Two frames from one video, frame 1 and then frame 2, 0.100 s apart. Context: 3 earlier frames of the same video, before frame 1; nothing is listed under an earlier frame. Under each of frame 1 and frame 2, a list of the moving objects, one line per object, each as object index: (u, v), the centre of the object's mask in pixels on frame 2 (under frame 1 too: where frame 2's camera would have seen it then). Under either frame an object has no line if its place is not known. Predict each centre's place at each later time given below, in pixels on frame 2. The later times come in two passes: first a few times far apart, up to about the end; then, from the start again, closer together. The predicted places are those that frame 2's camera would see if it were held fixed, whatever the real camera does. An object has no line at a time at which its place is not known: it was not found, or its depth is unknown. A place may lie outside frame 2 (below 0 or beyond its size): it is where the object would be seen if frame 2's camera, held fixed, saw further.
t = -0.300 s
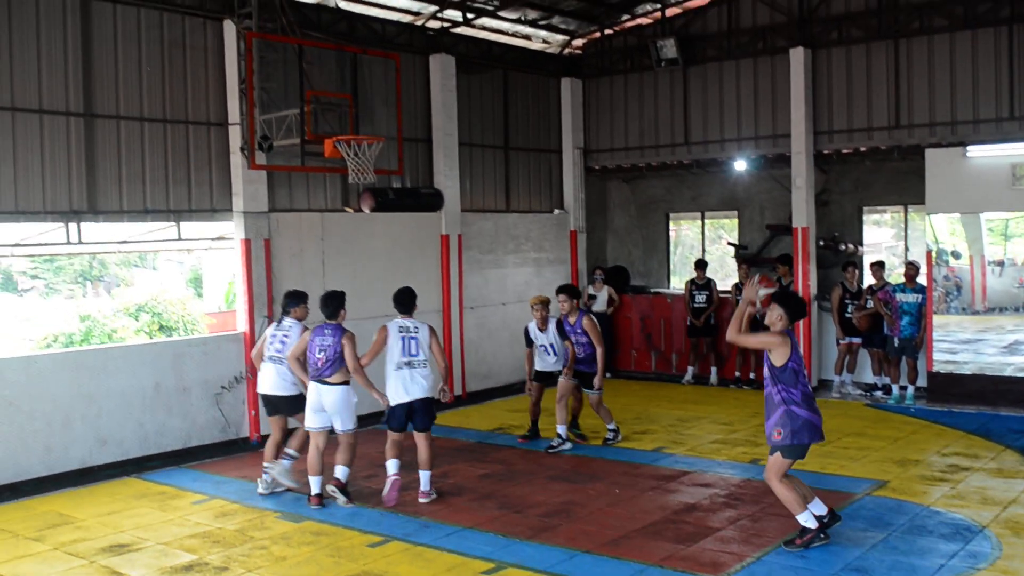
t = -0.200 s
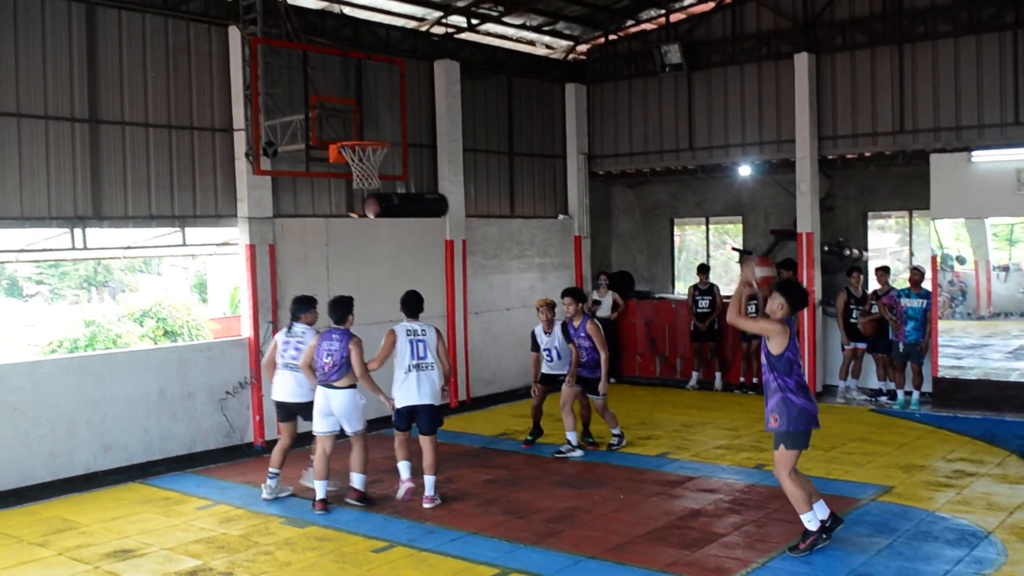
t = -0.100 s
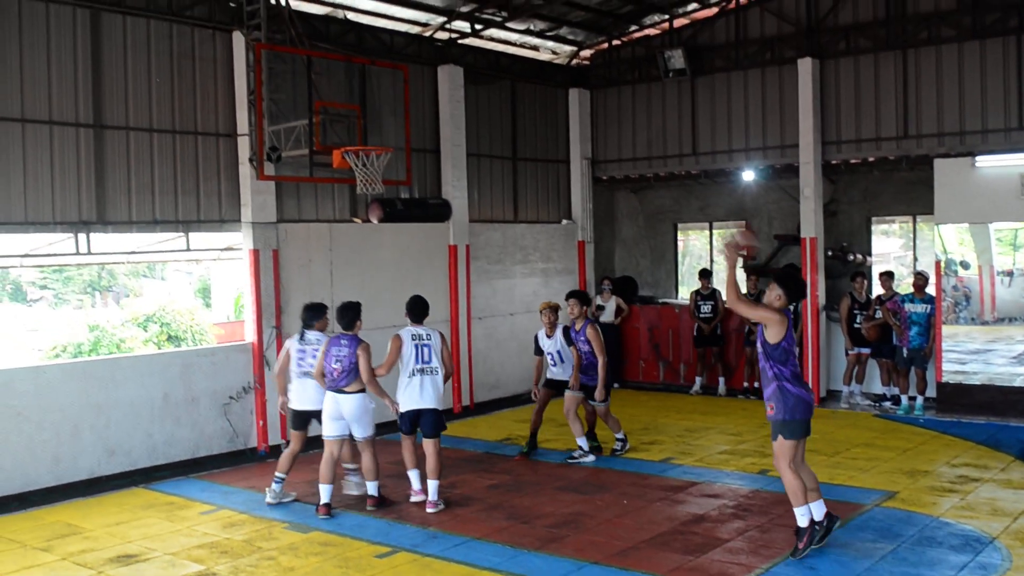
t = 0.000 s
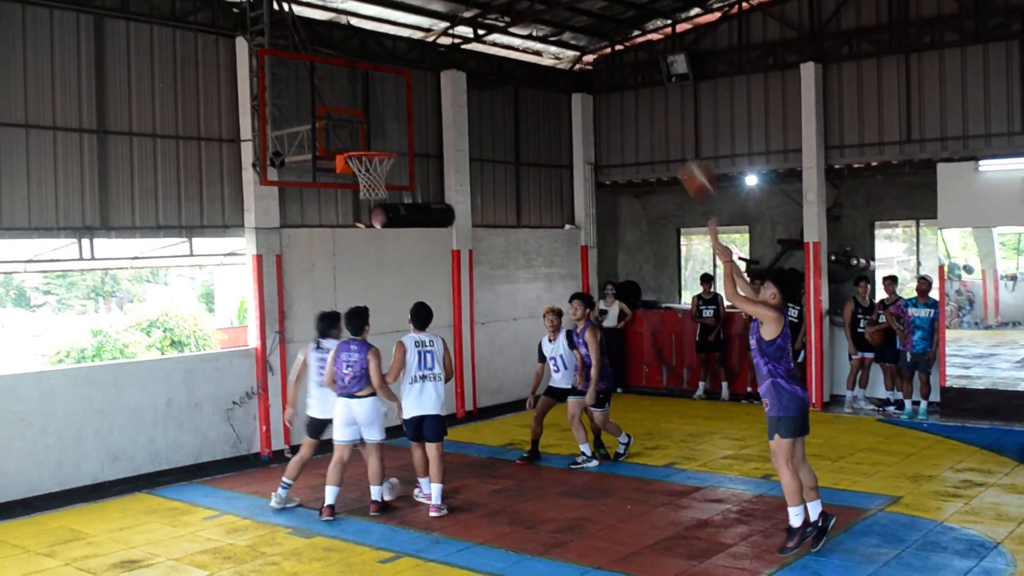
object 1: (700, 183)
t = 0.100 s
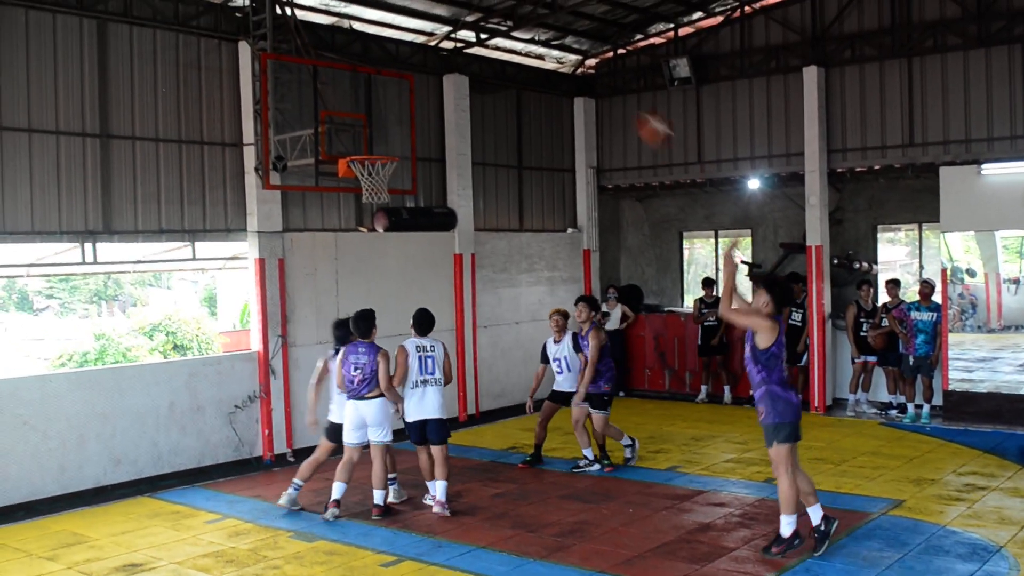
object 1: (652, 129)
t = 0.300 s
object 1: (571, 66)
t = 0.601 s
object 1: (465, 69)
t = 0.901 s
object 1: (381, 150)
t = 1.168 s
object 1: (354, 170)
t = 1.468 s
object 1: (389, 217)
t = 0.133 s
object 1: (638, 115)
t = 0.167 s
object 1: (622, 99)
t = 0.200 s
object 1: (609, 89)
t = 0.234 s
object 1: (597, 79)
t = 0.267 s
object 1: (583, 73)
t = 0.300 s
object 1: (571, 66)
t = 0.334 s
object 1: (558, 58)
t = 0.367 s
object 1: (545, 57)
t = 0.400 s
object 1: (533, 55)
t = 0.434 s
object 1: (521, 56)
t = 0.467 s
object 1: (509, 56)
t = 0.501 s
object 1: (497, 58)
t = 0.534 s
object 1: (484, 62)
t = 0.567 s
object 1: (474, 66)
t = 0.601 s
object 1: (465, 69)
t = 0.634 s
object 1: (454, 76)
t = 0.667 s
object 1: (443, 83)
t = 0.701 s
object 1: (434, 92)
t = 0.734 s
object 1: (424, 103)
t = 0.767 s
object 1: (414, 114)
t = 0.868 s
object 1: (388, 146)
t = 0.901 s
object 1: (381, 150)
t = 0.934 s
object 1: (376, 154)
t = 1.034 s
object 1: (356, 169)
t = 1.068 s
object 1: (355, 170)
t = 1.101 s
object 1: (355, 170)
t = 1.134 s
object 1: (355, 170)
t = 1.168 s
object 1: (354, 170)
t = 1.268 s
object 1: (378, 187)
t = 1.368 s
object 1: (382, 199)
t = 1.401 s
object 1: (385, 203)
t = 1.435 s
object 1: (388, 208)
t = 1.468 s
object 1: (389, 217)
